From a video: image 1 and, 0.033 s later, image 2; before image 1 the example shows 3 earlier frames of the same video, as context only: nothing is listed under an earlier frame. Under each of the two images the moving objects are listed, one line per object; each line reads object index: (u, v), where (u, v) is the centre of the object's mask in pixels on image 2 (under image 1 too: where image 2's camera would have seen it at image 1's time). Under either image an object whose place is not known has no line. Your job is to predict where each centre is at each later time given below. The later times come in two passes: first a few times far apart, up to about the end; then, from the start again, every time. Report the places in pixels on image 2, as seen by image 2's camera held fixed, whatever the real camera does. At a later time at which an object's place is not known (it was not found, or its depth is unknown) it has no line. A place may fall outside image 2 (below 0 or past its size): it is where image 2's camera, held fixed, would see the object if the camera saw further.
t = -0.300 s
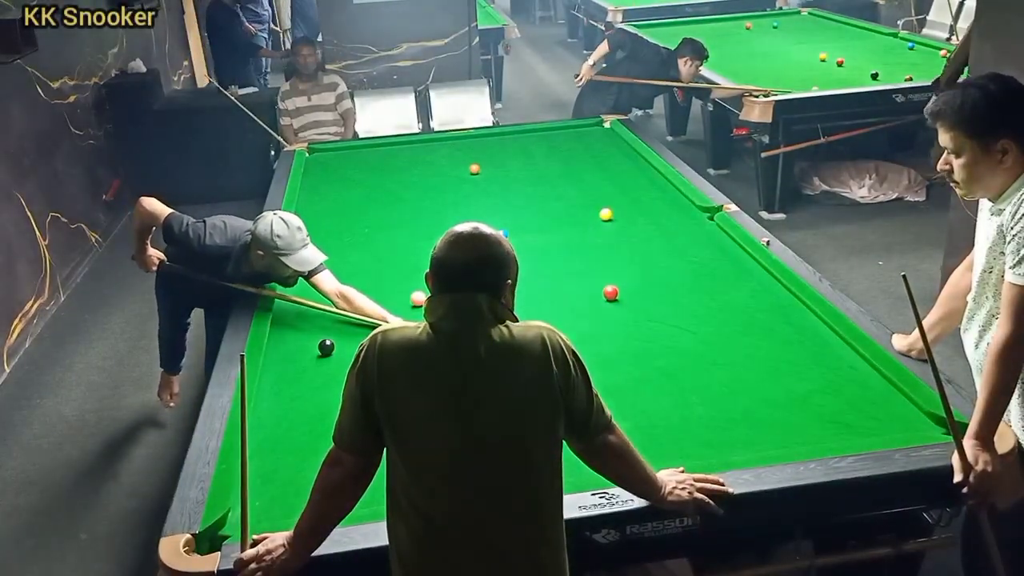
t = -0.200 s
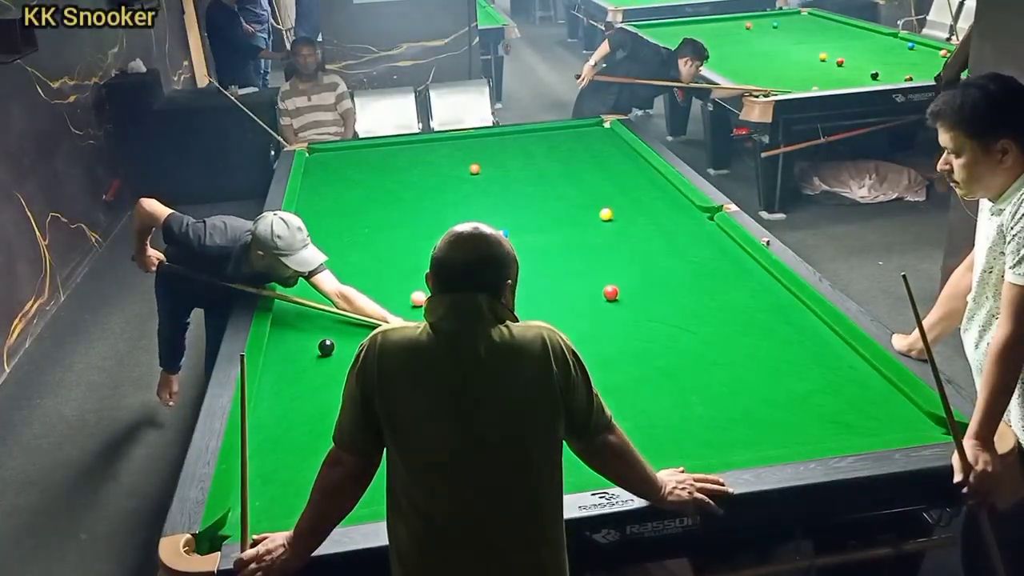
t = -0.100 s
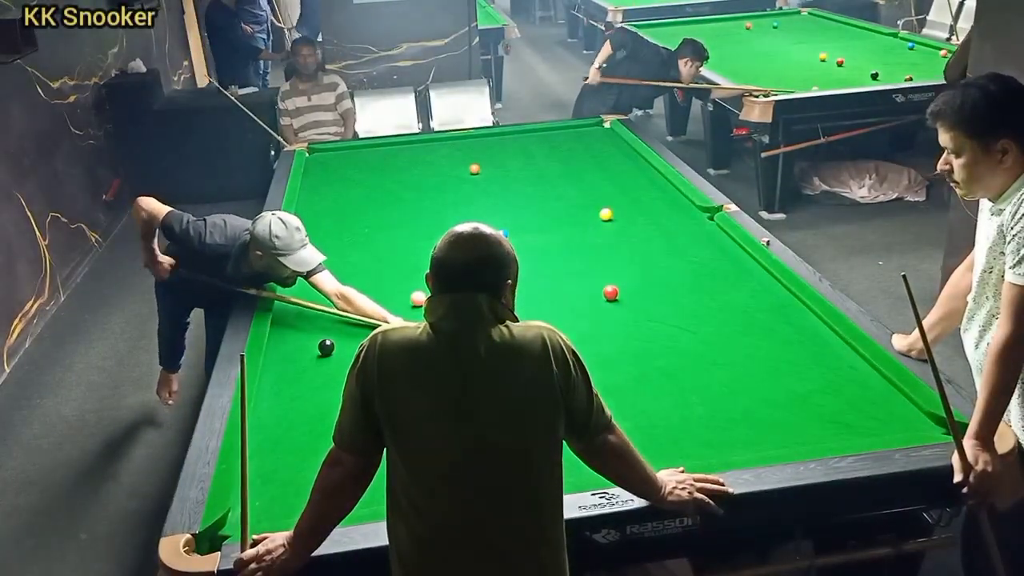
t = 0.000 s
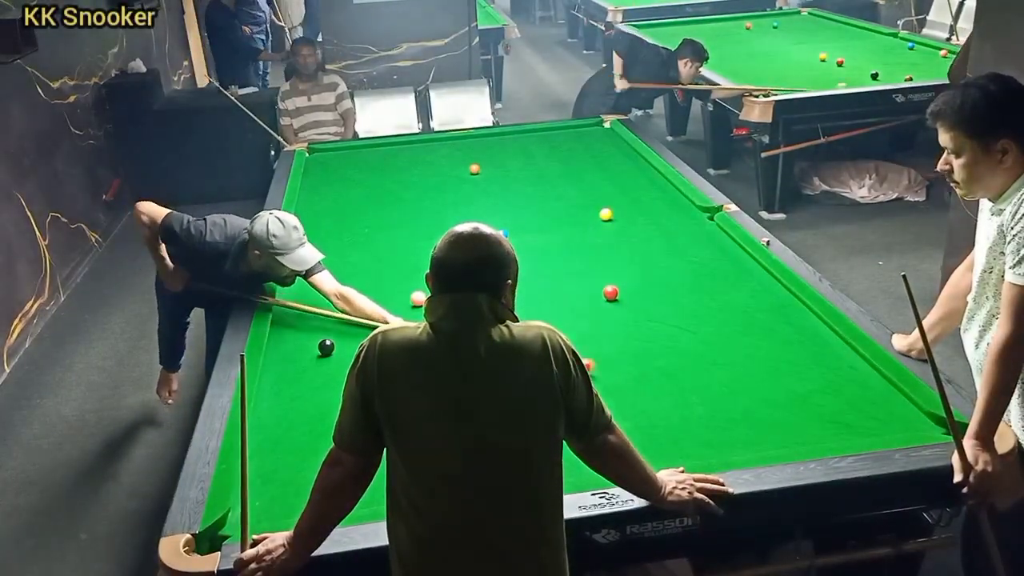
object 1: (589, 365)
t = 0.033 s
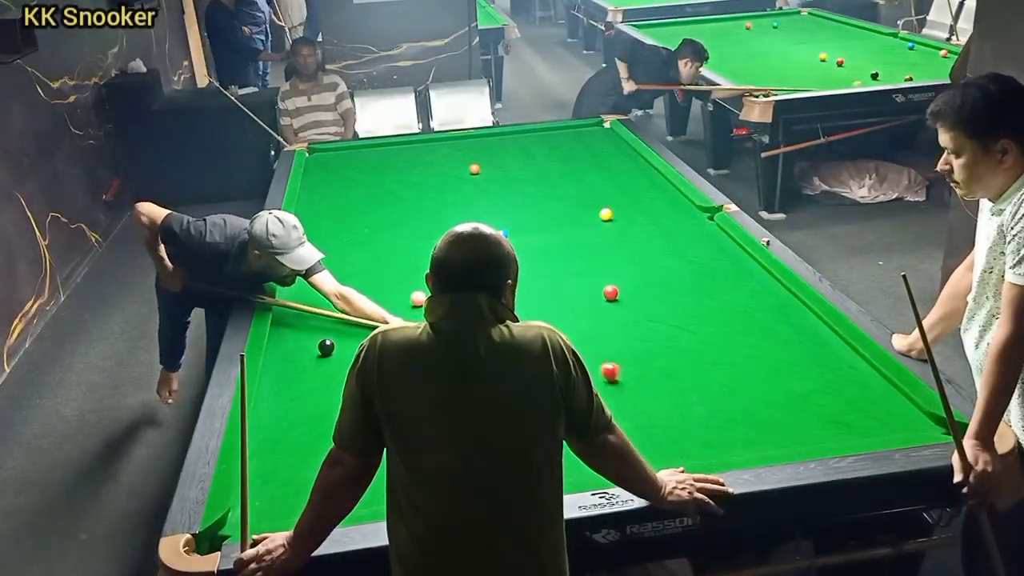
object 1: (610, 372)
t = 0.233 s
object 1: (748, 397)
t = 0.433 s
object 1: (895, 424)
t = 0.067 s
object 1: (634, 376)
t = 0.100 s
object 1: (658, 381)
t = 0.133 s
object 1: (681, 385)
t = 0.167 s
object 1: (704, 389)
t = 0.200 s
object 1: (727, 394)
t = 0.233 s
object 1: (748, 397)
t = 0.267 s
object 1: (772, 401)
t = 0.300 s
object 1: (795, 406)
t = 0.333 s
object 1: (819, 410)
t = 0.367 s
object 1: (844, 415)
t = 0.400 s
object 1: (869, 419)
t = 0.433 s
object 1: (895, 424)
